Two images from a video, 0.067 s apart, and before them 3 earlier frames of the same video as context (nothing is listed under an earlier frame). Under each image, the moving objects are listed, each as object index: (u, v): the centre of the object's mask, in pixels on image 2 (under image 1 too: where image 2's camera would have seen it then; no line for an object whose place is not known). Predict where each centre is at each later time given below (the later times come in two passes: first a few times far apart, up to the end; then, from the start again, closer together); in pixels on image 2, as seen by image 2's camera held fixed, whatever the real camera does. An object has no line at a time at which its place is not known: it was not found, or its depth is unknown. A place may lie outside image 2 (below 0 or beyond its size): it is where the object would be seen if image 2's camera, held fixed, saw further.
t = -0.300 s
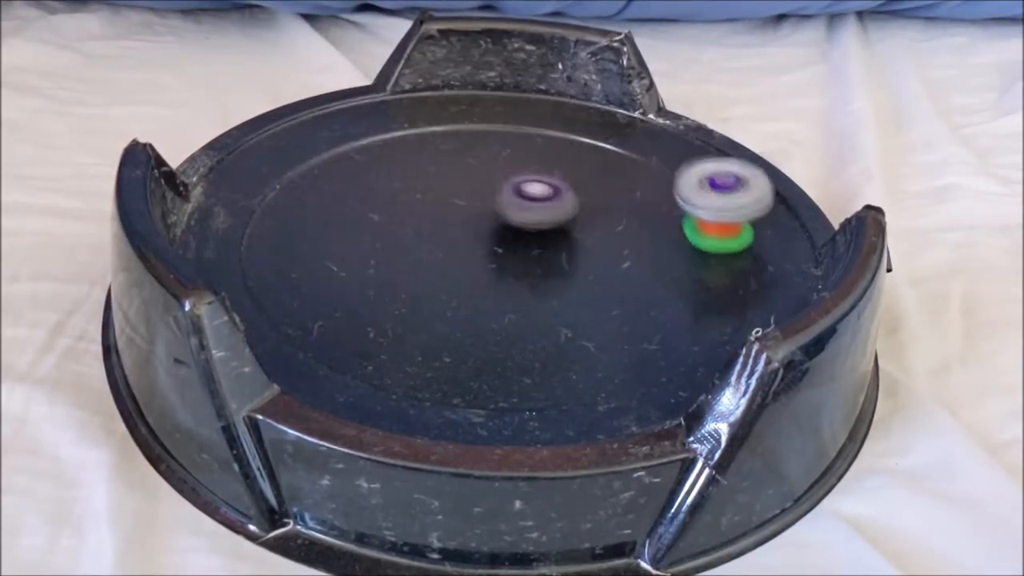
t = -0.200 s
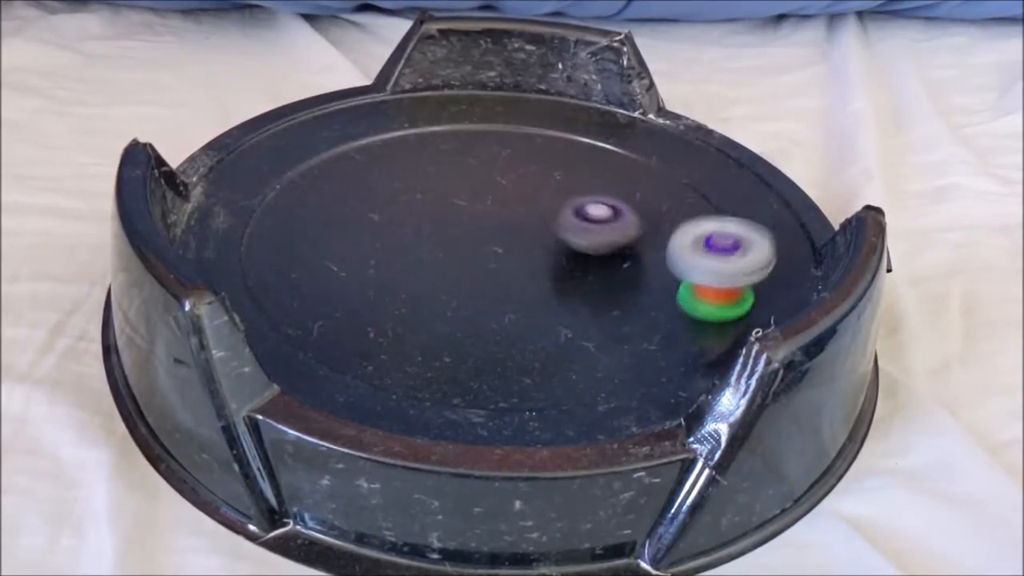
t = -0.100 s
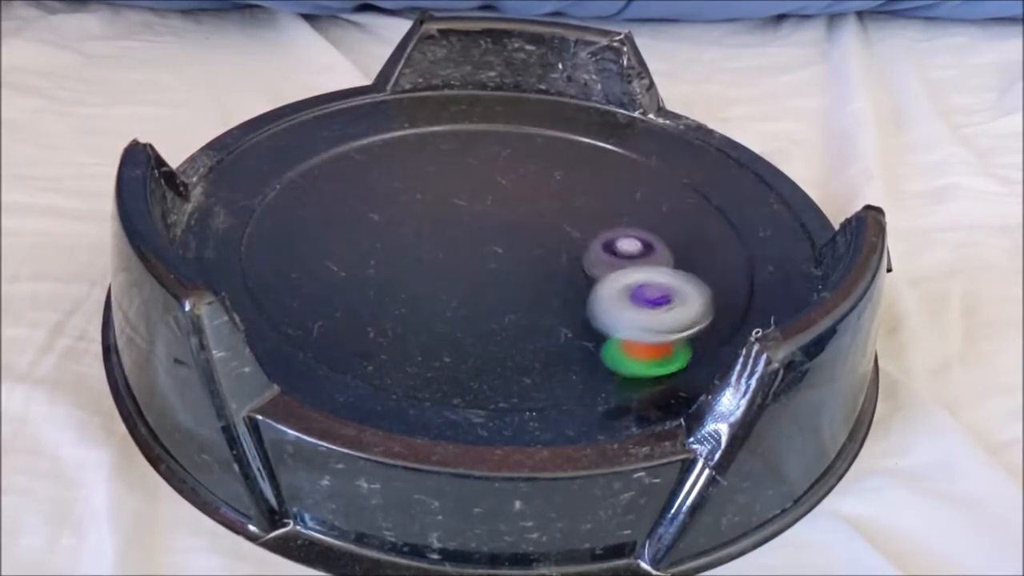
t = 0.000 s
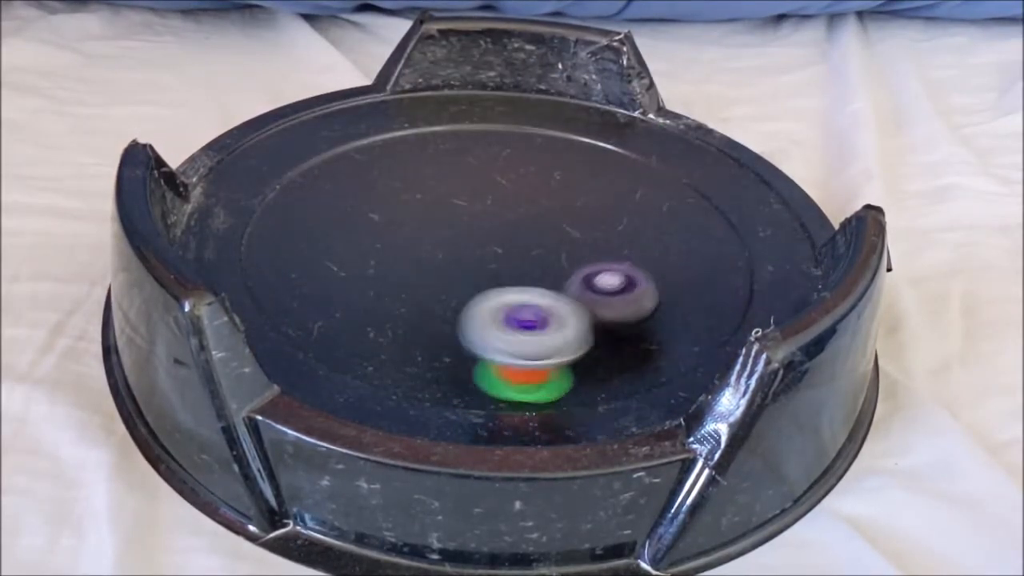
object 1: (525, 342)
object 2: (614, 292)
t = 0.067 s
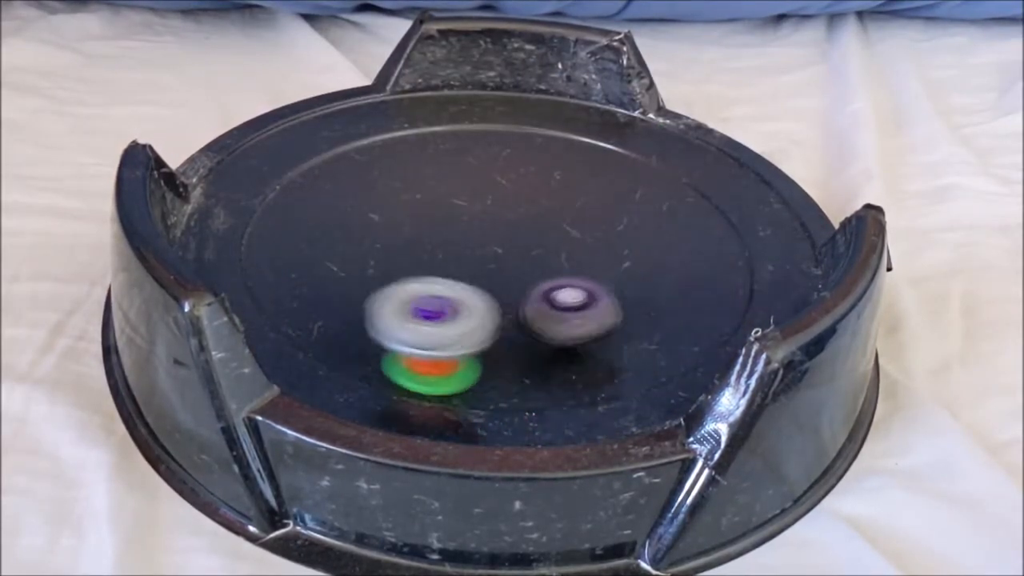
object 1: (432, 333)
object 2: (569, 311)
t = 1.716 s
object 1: (410, 114)
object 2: (557, 211)
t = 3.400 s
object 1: (723, 250)
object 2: (516, 197)
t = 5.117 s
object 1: (293, 246)
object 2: (408, 230)
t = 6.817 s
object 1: (578, 135)
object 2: (452, 253)
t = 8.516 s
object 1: (410, 301)
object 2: (547, 281)
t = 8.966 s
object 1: (498, 134)
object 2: (482, 215)
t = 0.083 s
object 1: (409, 327)
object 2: (557, 313)
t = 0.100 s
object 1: (389, 321)
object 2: (544, 314)
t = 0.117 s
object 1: (369, 313)
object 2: (530, 314)
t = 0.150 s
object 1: (334, 295)
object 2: (502, 312)
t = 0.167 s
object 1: (320, 285)
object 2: (489, 311)
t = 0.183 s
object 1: (306, 273)
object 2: (477, 308)
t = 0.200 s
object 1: (296, 264)
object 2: (465, 303)
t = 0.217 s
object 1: (288, 252)
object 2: (455, 298)
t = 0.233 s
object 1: (283, 240)
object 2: (445, 293)
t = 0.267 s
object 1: (277, 218)
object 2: (429, 280)
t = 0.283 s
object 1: (277, 206)
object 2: (423, 274)
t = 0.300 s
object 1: (279, 197)
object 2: (419, 267)
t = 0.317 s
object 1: (282, 186)
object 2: (415, 260)
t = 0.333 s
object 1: (288, 176)
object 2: (414, 252)
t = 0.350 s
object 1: (295, 167)
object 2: (414, 245)
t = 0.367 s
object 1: (302, 159)
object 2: (416, 239)
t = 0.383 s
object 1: (311, 150)
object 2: (418, 232)
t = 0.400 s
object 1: (322, 143)
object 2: (422, 225)
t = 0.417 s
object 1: (333, 137)
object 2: (426, 219)
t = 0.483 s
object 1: (387, 116)
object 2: (451, 198)
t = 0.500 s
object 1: (402, 112)
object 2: (459, 193)
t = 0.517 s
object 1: (416, 110)
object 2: (468, 189)
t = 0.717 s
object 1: (600, 122)
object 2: (589, 189)
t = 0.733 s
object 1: (614, 127)
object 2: (598, 192)
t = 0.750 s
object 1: (623, 135)
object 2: (605, 197)
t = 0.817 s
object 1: (671, 162)
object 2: (626, 218)
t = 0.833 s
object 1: (681, 171)
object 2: (629, 224)
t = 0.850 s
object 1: (689, 179)
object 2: (630, 231)
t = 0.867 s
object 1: (698, 188)
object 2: (630, 237)
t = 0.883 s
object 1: (704, 197)
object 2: (627, 244)
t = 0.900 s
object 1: (709, 206)
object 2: (624, 251)
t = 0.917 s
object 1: (712, 217)
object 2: (619, 257)
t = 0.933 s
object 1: (713, 227)
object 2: (613, 262)
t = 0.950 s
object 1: (721, 234)
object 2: (605, 268)
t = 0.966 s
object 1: (721, 245)
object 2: (596, 273)
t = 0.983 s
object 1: (718, 254)
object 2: (587, 276)
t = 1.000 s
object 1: (714, 264)
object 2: (576, 280)
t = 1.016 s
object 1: (707, 274)
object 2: (564, 283)
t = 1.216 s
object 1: (508, 338)
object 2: (425, 261)
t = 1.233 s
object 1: (486, 336)
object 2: (417, 255)
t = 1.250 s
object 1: (463, 334)
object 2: (411, 249)
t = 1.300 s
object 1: (399, 319)
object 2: (400, 230)
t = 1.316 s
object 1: (381, 313)
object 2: (399, 224)
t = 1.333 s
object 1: (363, 305)
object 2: (399, 218)
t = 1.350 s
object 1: (346, 296)
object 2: (400, 211)
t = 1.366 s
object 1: (332, 287)
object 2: (402, 206)
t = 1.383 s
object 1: (319, 276)
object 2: (406, 201)
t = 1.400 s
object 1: (308, 265)
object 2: (409, 196)
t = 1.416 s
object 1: (300, 256)
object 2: (414, 191)
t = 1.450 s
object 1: (289, 233)
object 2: (427, 182)
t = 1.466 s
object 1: (287, 223)
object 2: (435, 179)
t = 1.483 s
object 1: (286, 212)
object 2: (443, 177)
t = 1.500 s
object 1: (288, 201)
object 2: (451, 175)
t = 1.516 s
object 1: (290, 192)
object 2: (460, 175)
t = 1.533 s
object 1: (294, 182)
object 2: (468, 175)
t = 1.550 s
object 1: (300, 173)
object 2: (478, 175)
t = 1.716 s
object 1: (410, 114)
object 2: (557, 211)
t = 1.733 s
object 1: (425, 112)
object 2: (562, 216)
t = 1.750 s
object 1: (440, 110)
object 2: (565, 222)
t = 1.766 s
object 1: (455, 108)
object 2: (568, 228)
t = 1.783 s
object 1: (471, 107)
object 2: (569, 234)
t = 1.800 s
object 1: (486, 108)
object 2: (569, 241)
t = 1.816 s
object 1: (503, 108)
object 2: (569, 247)
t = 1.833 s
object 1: (518, 109)
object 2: (567, 253)
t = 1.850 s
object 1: (533, 112)
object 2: (564, 259)
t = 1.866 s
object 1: (543, 116)
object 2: (561, 264)
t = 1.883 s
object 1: (558, 119)
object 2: (556, 269)
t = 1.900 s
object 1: (573, 123)
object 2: (549, 274)
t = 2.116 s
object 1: (707, 217)
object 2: (422, 282)
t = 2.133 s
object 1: (715, 225)
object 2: (414, 278)
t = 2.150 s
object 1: (717, 235)
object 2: (406, 274)
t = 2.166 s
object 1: (716, 245)
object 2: (399, 268)
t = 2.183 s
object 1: (713, 255)
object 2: (394, 263)
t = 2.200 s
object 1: (709, 265)
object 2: (390, 258)
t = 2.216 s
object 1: (703, 275)
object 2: (388, 252)
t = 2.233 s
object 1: (695, 284)
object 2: (387, 246)
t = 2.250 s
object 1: (685, 292)
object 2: (388, 242)
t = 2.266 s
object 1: (673, 301)
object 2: (389, 236)
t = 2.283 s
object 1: (659, 309)
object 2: (393, 231)
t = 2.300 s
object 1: (644, 316)
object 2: (397, 226)
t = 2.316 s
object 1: (628, 323)
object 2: (402, 223)
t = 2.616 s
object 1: (294, 253)
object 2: (562, 227)
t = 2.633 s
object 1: (287, 242)
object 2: (569, 232)
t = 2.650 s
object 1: (283, 231)
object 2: (575, 236)
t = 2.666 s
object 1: (281, 220)
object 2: (580, 241)
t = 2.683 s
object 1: (280, 209)
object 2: (584, 246)
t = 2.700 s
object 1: (281, 199)
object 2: (588, 251)
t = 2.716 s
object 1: (284, 188)
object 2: (590, 256)
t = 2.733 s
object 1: (289, 178)
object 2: (591, 261)
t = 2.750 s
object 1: (295, 169)
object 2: (591, 267)
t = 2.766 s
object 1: (302, 160)
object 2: (590, 272)
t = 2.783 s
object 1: (310, 152)
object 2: (588, 277)
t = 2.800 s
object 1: (320, 144)
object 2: (584, 282)
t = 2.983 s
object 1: (469, 100)
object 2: (489, 300)
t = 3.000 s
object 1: (484, 100)
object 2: (480, 298)
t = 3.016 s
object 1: (499, 100)
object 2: (471, 295)
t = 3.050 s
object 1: (531, 102)
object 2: (456, 287)
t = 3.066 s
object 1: (546, 104)
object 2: (448, 282)
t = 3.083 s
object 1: (561, 107)
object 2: (443, 277)
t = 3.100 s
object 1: (571, 112)
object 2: (438, 272)
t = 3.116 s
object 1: (586, 116)
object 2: (435, 266)
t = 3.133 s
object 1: (600, 121)
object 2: (434, 261)
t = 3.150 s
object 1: (614, 127)
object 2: (432, 255)
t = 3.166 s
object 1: (627, 132)
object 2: (432, 249)
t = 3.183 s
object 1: (639, 138)
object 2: (434, 244)
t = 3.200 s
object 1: (652, 145)
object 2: (436, 238)
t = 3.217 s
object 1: (663, 153)
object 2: (440, 233)
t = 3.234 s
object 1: (673, 160)
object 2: (444, 228)
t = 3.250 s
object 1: (683, 168)
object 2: (448, 223)
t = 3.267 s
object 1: (691, 176)
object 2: (454, 218)
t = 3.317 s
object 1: (712, 202)
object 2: (474, 207)
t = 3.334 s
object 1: (722, 209)
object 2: (482, 204)
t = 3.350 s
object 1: (725, 220)
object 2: (490, 202)
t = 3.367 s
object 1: (726, 229)
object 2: (499, 200)
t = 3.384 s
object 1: (726, 240)
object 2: (507, 199)
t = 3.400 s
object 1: (723, 250)
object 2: (516, 197)
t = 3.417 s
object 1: (720, 260)
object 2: (526, 197)
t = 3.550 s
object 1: (628, 326)
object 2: (590, 210)
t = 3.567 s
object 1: (610, 332)
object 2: (595, 213)
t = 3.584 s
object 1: (590, 336)
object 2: (601, 218)
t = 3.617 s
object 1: (548, 342)
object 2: (607, 227)
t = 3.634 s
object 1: (526, 343)
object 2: (610, 232)
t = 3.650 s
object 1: (503, 343)
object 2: (610, 237)
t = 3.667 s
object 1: (481, 341)
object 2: (610, 242)
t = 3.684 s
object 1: (458, 338)
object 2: (608, 247)
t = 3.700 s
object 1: (436, 335)
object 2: (606, 252)
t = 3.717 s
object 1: (415, 330)
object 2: (603, 257)
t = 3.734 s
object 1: (394, 323)
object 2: (598, 262)
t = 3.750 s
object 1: (374, 316)
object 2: (592, 266)
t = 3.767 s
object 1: (356, 308)
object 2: (584, 271)
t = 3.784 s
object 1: (340, 300)
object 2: (575, 274)
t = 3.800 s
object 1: (325, 290)
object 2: (567, 277)
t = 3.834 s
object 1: (301, 269)
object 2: (546, 281)
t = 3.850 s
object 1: (292, 259)
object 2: (536, 282)
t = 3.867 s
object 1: (285, 247)
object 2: (525, 282)
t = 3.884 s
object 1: (279, 236)
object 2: (515, 282)
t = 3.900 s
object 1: (276, 226)
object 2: (504, 281)
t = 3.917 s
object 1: (276, 214)
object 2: (494, 280)
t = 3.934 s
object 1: (276, 204)
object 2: (483, 278)
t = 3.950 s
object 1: (278, 193)
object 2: (473, 275)
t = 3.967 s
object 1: (282, 184)
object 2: (464, 272)
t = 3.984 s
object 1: (287, 175)
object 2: (455, 269)
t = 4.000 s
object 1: (294, 166)
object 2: (447, 264)
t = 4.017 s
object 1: (302, 158)
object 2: (441, 260)
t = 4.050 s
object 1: (321, 143)
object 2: (429, 250)
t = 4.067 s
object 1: (331, 137)
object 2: (424, 244)
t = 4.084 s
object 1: (343, 131)
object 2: (421, 239)
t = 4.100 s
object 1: (355, 126)
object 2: (418, 234)
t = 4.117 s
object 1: (368, 121)
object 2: (417, 228)
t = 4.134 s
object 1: (382, 116)
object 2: (417, 222)
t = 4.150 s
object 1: (396, 113)
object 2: (418, 217)
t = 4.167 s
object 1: (409, 110)
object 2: (420, 212)
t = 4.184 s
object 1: (425, 107)
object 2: (422, 207)
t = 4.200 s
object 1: (439, 105)
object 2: (426, 203)
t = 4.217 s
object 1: (454, 104)
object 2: (430, 198)
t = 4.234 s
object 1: (469, 103)
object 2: (436, 194)
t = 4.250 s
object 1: (484, 103)
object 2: (442, 192)
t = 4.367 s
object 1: (588, 118)
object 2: (494, 184)
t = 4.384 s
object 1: (601, 122)
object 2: (502, 185)
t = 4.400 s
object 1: (615, 128)
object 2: (509, 187)
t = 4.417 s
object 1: (627, 132)
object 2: (518, 190)
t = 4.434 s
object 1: (640, 139)
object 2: (525, 192)
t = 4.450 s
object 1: (653, 146)
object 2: (532, 196)
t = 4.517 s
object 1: (694, 174)
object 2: (554, 212)
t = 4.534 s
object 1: (702, 183)
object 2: (558, 217)
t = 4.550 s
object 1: (709, 191)
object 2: (562, 222)
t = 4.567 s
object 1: (714, 200)
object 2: (565, 228)
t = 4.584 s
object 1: (718, 210)
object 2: (566, 233)
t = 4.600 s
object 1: (721, 219)
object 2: (567, 238)
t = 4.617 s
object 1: (722, 230)
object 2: (566, 244)
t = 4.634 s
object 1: (722, 239)
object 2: (565, 249)
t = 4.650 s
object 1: (719, 249)
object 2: (562, 254)
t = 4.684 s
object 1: (711, 268)
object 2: (555, 263)
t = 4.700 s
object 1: (704, 278)
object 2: (551, 267)
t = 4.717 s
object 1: (695, 286)
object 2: (545, 272)
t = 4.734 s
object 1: (684, 295)
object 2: (538, 275)
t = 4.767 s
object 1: (658, 310)
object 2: (523, 281)
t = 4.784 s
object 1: (643, 317)
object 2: (515, 284)
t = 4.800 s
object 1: (627, 323)
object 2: (505, 285)
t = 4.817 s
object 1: (609, 329)
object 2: (496, 286)
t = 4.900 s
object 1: (505, 339)
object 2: (443, 277)
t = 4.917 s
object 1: (483, 338)
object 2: (433, 273)
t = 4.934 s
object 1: (462, 335)
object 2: (427, 268)
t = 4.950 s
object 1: (440, 331)
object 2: (421, 263)
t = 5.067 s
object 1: (319, 278)
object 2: (406, 242)
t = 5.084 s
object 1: (308, 268)
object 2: (403, 238)
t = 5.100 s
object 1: (300, 257)
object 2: (405, 234)
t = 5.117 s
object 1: (293, 246)
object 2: (408, 230)
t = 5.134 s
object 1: (288, 235)
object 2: (413, 227)
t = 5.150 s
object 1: (285, 225)
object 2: (417, 224)
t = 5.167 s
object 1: (285, 214)
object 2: (423, 220)
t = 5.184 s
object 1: (285, 204)
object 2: (429, 218)
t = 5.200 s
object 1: (288, 194)
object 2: (435, 216)
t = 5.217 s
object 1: (291, 185)
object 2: (441, 213)
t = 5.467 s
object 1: (459, 107)
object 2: (557, 234)
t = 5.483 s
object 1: (474, 107)
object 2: (562, 238)
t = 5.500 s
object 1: (489, 107)
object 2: (567, 243)
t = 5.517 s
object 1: (504, 108)
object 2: (570, 246)
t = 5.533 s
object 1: (519, 110)
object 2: (573, 251)
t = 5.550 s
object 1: (529, 113)
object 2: (574, 255)
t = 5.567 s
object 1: (548, 114)
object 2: (575, 259)
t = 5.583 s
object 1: (558, 119)
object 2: (575, 264)
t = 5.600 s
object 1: (572, 123)
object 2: (574, 268)
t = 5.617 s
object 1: (586, 127)
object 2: (572, 271)
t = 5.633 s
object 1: (604, 131)
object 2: (569, 275)
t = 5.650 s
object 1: (612, 137)
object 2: (565, 279)
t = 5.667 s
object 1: (625, 144)
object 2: (560, 283)
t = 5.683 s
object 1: (637, 150)
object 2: (555, 285)
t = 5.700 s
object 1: (648, 157)
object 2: (549, 287)
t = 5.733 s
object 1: (667, 171)
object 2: (535, 291)
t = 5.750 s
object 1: (677, 179)
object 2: (527, 291)
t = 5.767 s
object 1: (684, 187)
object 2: (519, 292)
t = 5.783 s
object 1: (690, 196)
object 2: (511, 291)
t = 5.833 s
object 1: (702, 223)
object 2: (488, 287)
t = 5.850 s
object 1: (710, 230)
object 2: (481, 285)
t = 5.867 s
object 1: (710, 240)
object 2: (475, 282)
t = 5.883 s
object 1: (708, 250)
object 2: (469, 279)
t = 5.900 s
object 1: (705, 259)
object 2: (463, 275)
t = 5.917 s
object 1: (699, 269)
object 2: (459, 272)
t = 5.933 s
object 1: (692, 278)
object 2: (455, 267)
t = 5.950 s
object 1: (683, 286)
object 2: (452, 263)
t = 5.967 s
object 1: (673, 295)
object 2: (450, 258)
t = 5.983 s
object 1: (661, 302)
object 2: (450, 253)
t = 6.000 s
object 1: (647, 310)
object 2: (449, 249)
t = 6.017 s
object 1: (632, 316)
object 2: (451, 244)
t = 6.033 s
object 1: (615, 322)
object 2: (452, 239)
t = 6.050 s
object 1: (598, 326)
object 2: (455, 236)
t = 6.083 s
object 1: (559, 333)
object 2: (463, 228)
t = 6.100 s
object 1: (540, 334)
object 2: (468, 224)
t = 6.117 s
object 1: (518, 335)
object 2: (473, 220)
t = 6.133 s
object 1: (497, 334)
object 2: (478, 217)
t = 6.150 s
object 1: (476, 332)
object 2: (485, 215)
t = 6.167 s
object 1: (455, 330)
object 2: (491, 213)
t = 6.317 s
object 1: (316, 262)
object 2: (552, 212)
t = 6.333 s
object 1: (309, 251)
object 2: (558, 213)
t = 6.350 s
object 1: (304, 241)
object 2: (564, 216)
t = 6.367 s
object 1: (301, 230)
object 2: (569, 219)
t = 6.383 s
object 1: (299, 221)
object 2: (573, 222)
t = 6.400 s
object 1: (299, 211)
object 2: (577, 225)
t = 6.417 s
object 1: (302, 201)
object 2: (580, 229)
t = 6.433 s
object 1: (305, 192)
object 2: (581, 233)
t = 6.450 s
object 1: (310, 182)
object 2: (582, 237)
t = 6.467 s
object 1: (316, 174)
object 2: (583, 241)
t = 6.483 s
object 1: (323, 167)
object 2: (582, 245)
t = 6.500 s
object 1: (332, 159)
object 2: (580, 249)
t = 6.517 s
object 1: (341, 153)
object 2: (578, 253)
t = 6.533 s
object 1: (351, 146)
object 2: (573, 257)
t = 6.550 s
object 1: (362, 141)
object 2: (569, 260)
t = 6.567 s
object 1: (374, 136)
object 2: (564, 263)
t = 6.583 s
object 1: (387, 131)
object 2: (558, 266)
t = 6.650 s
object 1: (440, 120)
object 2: (527, 273)
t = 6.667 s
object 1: (450, 120)
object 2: (519, 273)
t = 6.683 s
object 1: (464, 120)
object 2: (510, 272)
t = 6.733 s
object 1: (508, 121)
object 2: (485, 268)
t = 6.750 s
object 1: (523, 122)
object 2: (478, 266)
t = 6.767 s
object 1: (537, 125)
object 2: (470, 264)
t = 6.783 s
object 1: (551, 127)
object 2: (463, 260)
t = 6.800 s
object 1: (564, 130)
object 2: (456, 257)
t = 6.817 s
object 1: (578, 135)
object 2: (452, 253)
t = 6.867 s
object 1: (616, 150)
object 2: (441, 240)
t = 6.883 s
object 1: (626, 156)
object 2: (439, 236)
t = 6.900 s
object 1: (637, 163)
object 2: (438, 231)
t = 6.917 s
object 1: (648, 170)
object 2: (438, 227)
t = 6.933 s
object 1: (657, 177)
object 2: (439, 223)
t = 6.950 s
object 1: (665, 185)
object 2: (440, 219)
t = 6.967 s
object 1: (671, 193)
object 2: (442, 215)
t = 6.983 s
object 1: (677, 203)
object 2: (445, 212)
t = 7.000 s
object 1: (680, 211)
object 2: (448, 209)
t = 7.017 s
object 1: (686, 219)
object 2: (453, 205)
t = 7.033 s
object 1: (685, 230)
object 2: (457, 204)
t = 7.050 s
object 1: (686, 238)
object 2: (463, 202)
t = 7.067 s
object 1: (686, 248)
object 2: (469, 200)
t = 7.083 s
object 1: (681, 257)
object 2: (474, 199)
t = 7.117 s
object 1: (669, 276)
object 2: (486, 198)
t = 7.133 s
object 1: (661, 284)
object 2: (493, 198)
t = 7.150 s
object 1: (650, 293)
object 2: (499, 199)
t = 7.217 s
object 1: (593, 318)
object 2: (523, 205)
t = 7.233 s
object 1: (581, 320)
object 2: (528, 207)
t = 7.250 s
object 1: (557, 326)
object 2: (532, 210)
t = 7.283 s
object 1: (519, 330)
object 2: (542, 217)
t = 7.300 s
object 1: (498, 330)
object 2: (546, 220)
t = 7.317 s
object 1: (479, 328)
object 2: (550, 224)
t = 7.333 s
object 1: (460, 326)
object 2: (553, 228)
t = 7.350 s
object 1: (439, 323)
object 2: (554, 233)
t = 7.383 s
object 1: (402, 313)
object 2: (556, 241)
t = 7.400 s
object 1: (386, 307)
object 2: (556, 246)
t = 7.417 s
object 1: (377, 297)
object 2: (555, 251)
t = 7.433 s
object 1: (363, 289)
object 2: (553, 255)
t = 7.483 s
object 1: (331, 263)
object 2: (542, 267)
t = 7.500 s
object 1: (324, 252)
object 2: (537, 271)
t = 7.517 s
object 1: (319, 243)
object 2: (532, 273)
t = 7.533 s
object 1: (316, 233)
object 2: (525, 276)
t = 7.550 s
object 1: (314, 223)
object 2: (519, 278)
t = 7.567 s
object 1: (314, 214)
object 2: (512, 279)
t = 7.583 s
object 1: (316, 204)
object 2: (504, 281)
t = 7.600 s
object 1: (319, 196)
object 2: (497, 282)
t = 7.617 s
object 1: (324, 188)
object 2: (489, 282)
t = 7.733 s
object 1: (387, 144)
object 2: (438, 273)
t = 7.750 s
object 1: (400, 139)
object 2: (433, 271)
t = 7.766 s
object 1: (413, 136)
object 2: (428, 267)
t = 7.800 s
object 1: (440, 131)
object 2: (421, 260)
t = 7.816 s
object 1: (454, 130)
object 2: (418, 256)
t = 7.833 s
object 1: (468, 128)
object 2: (417, 252)
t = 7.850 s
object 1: (482, 129)
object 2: (415, 249)
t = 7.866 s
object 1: (497, 129)
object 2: (416, 245)
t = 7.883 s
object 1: (511, 130)
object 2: (417, 241)
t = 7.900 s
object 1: (525, 132)
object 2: (419, 237)
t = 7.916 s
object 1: (540, 134)
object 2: (422, 234)
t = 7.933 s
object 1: (553, 137)
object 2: (425, 231)
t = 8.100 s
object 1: (662, 194)
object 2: (486, 215)
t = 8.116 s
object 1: (667, 202)
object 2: (494, 215)
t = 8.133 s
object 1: (672, 210)
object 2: (501, 216)
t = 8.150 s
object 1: (675, 219)
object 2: (509, 218)
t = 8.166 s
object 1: (678, 228)
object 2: (516, 219)
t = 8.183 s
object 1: (678, 237)
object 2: (523, 221)
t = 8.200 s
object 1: (677, 245)
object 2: (530, 223)
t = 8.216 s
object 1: (674, 255)
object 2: (537, 225)
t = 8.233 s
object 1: (669, 263)
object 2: (543, 227)
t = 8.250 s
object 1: (663, 272)
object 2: (549, 230)
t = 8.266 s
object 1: (654, 280)
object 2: (554, 233)
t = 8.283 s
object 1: (645, 287)
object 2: (558, 236)
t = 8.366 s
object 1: (573, 315)
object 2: (571, 247)
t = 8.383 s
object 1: (556, 318)
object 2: (574, 250)
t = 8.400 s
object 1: (537, 319)
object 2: (575, 255)
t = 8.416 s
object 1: (518, 320)
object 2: (575, 260)
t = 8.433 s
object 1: (500, 320)
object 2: (572, 265)
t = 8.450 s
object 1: (479, 318)
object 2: (567, 270)
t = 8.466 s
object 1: (461, 315)
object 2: (562, 274)
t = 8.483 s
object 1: (443, 311)
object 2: (558, 276)
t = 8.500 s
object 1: (426, 307)
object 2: (552, 279)
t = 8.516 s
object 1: (410, 301)
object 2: (547, 281)
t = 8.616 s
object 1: (342, 251)
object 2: (505, 283)
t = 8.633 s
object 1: (337, 242)
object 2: (498, 282)
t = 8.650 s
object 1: (335, 232)
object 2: (491, 280)
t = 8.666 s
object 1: (332, 223)
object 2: (485, 278)
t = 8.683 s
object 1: (333, 213)
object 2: (478, 276)
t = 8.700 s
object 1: (335, 204)
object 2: (473, 273)
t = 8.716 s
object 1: (338, 196)
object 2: (469, 270)
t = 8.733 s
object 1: (343, 188)
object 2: (464, 266)
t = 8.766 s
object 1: (356, 172)
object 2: (458, 259)
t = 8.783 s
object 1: (364, 166)
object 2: (456, 255)
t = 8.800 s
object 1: (373, 160)
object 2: (455, 251)
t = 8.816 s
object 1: (383, 155)
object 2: (455, 246)
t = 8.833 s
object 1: (394, 150)
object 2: (455, 242)
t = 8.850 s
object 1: (406, 145)
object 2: (457, 238)
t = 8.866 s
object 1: (418, 142)
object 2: (458, 234)
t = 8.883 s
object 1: (431, 139)
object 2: (460, 230)
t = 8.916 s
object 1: (457, 135)
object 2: (467, 224)
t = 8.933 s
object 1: (470, 134)
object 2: (472, 220)
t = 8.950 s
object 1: (484, 134)
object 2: (476, 218)
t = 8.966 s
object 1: (498, 134)
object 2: (482, 215)
